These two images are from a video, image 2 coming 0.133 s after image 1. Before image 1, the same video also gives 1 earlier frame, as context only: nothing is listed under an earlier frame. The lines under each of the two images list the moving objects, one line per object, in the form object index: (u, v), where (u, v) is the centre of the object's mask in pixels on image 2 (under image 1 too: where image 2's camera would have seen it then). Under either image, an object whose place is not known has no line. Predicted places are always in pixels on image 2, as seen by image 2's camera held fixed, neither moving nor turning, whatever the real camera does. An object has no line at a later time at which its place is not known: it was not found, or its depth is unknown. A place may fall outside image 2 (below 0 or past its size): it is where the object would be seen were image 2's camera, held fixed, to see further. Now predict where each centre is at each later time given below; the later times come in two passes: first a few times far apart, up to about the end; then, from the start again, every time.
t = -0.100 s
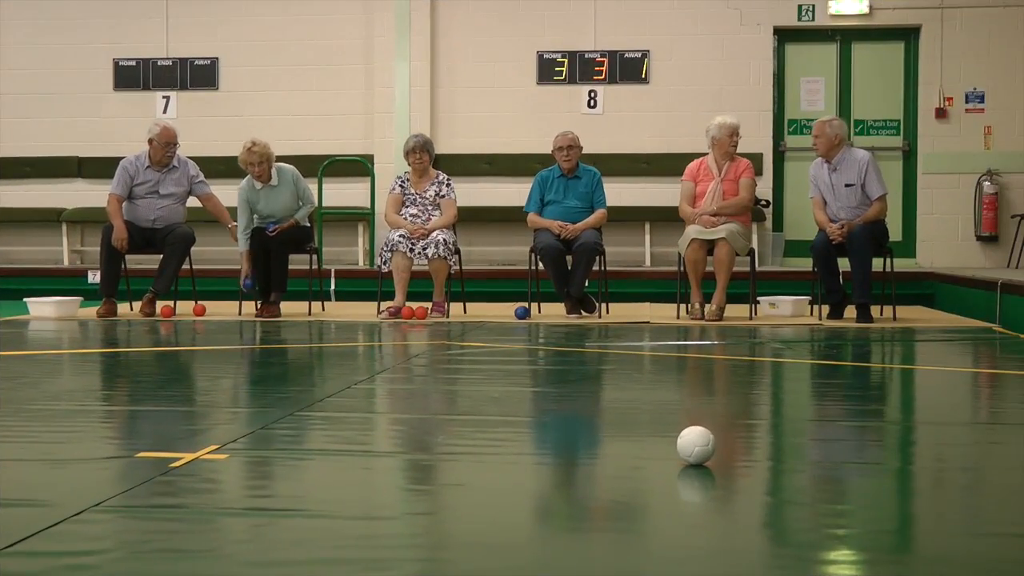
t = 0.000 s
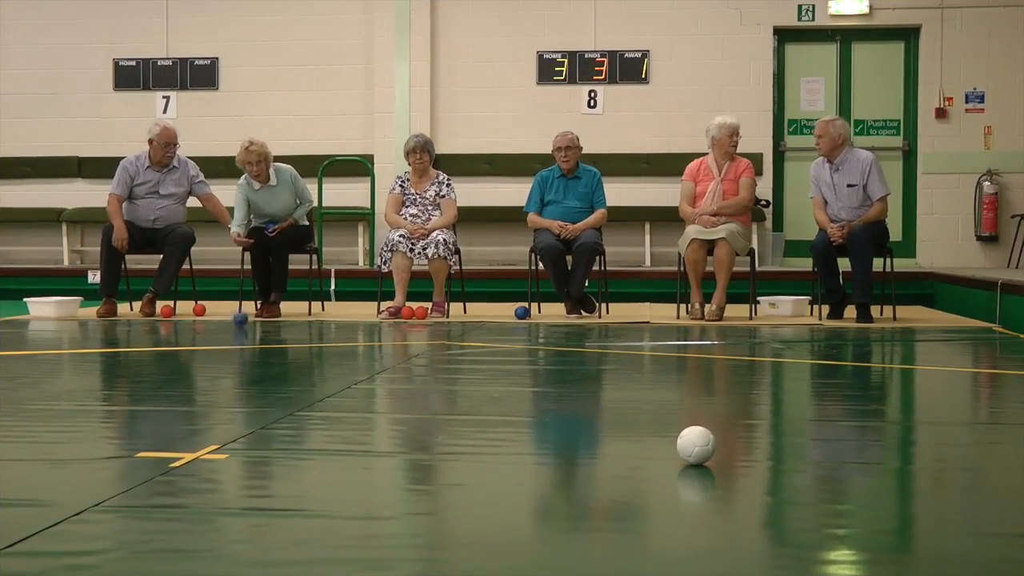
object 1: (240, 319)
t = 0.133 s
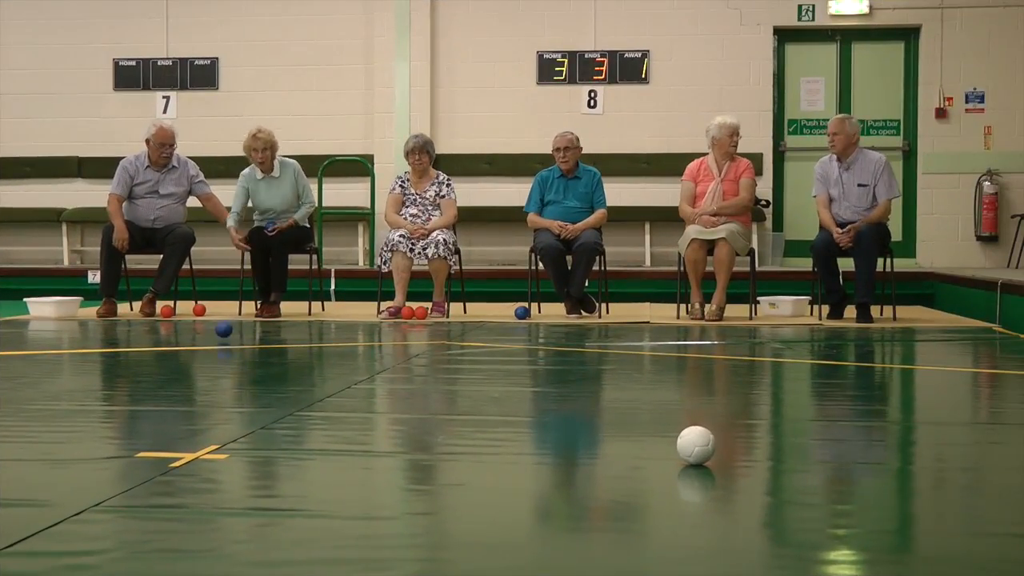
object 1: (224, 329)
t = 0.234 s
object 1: (214, 342)
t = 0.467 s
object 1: (207, 372)
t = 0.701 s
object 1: (234, 407)
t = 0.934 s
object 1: (287, 445)
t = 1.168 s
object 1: (375, 479)
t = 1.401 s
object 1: (443, 501)
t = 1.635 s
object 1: (438, 499)
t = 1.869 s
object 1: (436, 498)
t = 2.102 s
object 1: (436, 498)
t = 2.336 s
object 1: (436, 498)
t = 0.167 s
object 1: (219, 336)
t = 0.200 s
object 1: (216, 339)
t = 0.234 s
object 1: (214, 342)
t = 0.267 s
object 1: (211, 347)
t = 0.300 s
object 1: (209, 350)
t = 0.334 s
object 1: (208, 354)
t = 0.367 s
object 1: (206, 359)
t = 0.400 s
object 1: (206, 363)
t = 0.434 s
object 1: (206, 367)
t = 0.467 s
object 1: (207, 372)
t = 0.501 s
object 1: (209, 377)
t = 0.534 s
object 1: (211, 382)
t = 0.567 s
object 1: (215, 387)
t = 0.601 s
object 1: (219, 391)
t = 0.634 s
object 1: (223, 396)
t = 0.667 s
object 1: (229, 404)
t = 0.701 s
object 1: (234, 407)
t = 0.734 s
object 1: (238, 412)
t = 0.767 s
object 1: (245, 419)
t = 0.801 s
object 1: (252, 424)
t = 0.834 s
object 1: (259, 429)
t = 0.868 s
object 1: (269, 435)
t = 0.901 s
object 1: (278, 440)
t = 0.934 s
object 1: (287, 445)
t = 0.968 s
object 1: (300, 451)
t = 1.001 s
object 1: (311, 456)
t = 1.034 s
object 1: (322, 461)
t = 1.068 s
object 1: (336, 466)
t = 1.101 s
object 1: (348, 469)
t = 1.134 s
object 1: (360, 475)
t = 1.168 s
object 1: (375, 479)
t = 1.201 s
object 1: (384, 482)
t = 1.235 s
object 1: (394, 486)
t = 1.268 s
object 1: (408, 490)
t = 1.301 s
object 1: (419, 493)
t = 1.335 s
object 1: (428, 496)
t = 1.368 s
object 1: (437, 499)
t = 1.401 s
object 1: (443, 501)
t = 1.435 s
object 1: (448, 502)
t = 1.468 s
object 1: (450, 502)
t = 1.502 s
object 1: (450, 502)
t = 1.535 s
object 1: (449, 501)
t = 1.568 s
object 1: (445, 500)
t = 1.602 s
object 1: (441, 499)
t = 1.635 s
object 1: (438, 499)
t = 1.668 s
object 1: (435, 498)
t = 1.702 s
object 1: (435, 498)
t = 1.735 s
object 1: (435, 498)
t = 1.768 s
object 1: (436, 498)
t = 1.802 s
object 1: (436, 498)
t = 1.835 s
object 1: (436, 498)
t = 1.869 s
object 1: (436, 498)
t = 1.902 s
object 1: (436, 498)
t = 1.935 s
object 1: (436, 498)
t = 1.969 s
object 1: (436, 498)
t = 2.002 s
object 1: (436, 498)
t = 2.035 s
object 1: (436, 498)
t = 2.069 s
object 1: (436, 498)
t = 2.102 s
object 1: (436, 498)
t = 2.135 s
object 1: (436, 498)
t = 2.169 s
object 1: (436, 498)
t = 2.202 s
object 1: (436, 498)
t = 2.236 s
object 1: (436, 498)
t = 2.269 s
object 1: (436, 498)
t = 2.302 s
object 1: (436, 498)
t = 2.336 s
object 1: (436, 498)
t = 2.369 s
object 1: (436, 498)
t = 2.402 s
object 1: (436, 498)
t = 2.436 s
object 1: (436, 498)
